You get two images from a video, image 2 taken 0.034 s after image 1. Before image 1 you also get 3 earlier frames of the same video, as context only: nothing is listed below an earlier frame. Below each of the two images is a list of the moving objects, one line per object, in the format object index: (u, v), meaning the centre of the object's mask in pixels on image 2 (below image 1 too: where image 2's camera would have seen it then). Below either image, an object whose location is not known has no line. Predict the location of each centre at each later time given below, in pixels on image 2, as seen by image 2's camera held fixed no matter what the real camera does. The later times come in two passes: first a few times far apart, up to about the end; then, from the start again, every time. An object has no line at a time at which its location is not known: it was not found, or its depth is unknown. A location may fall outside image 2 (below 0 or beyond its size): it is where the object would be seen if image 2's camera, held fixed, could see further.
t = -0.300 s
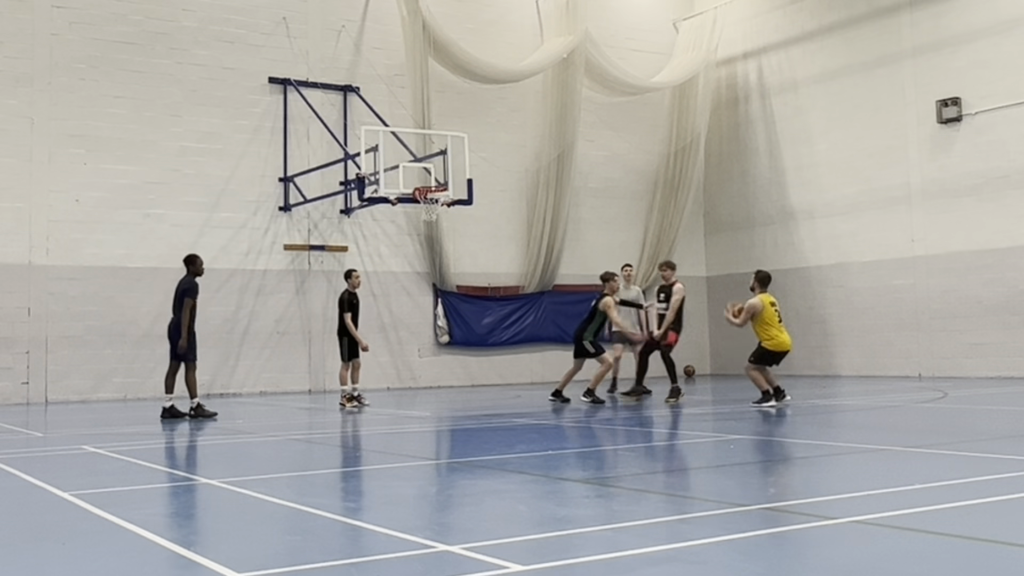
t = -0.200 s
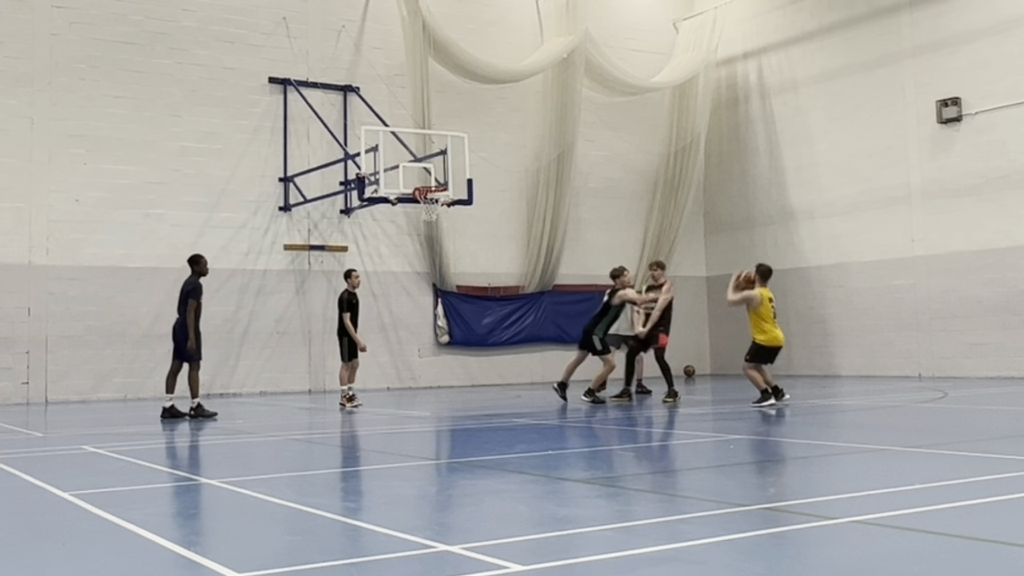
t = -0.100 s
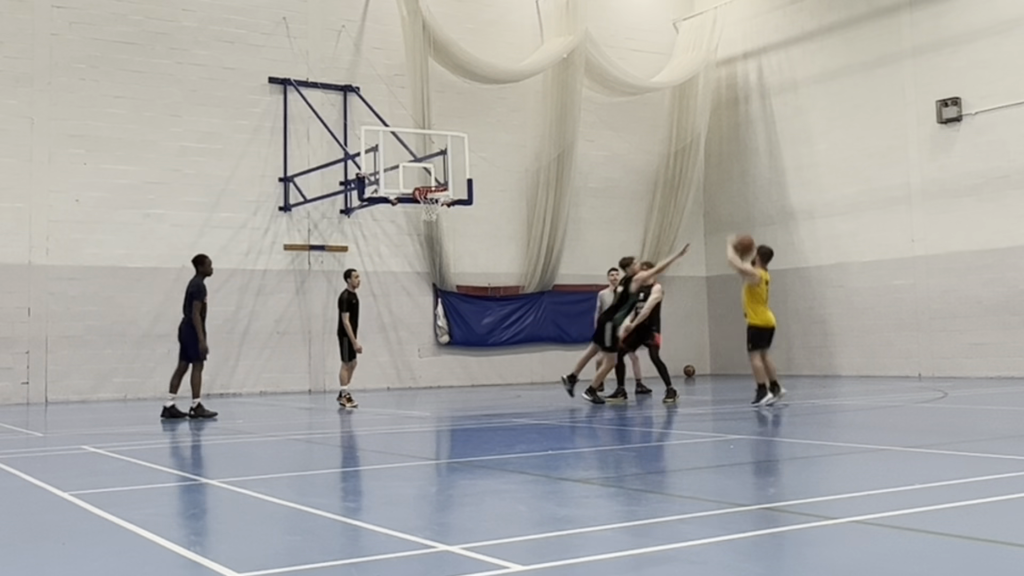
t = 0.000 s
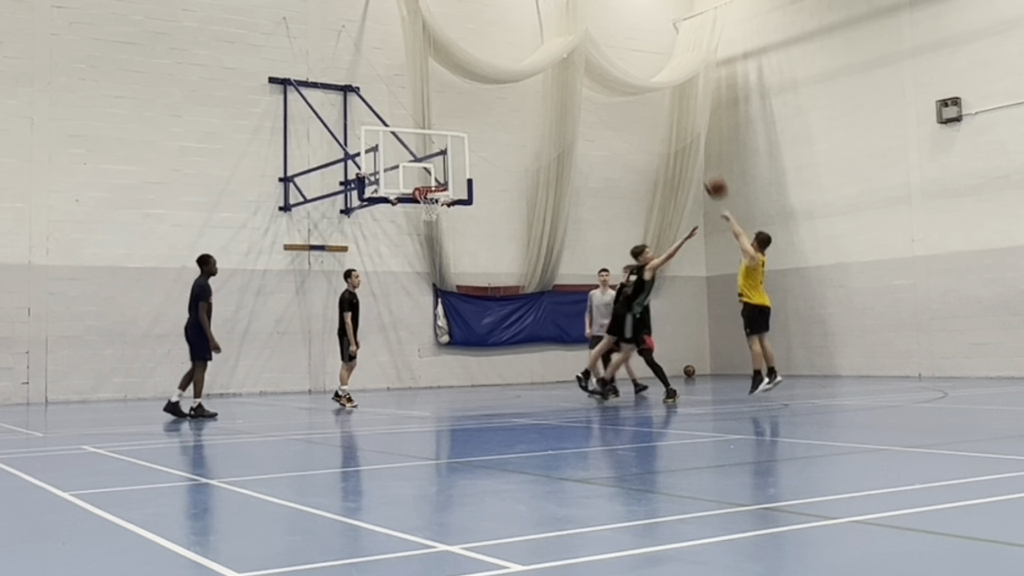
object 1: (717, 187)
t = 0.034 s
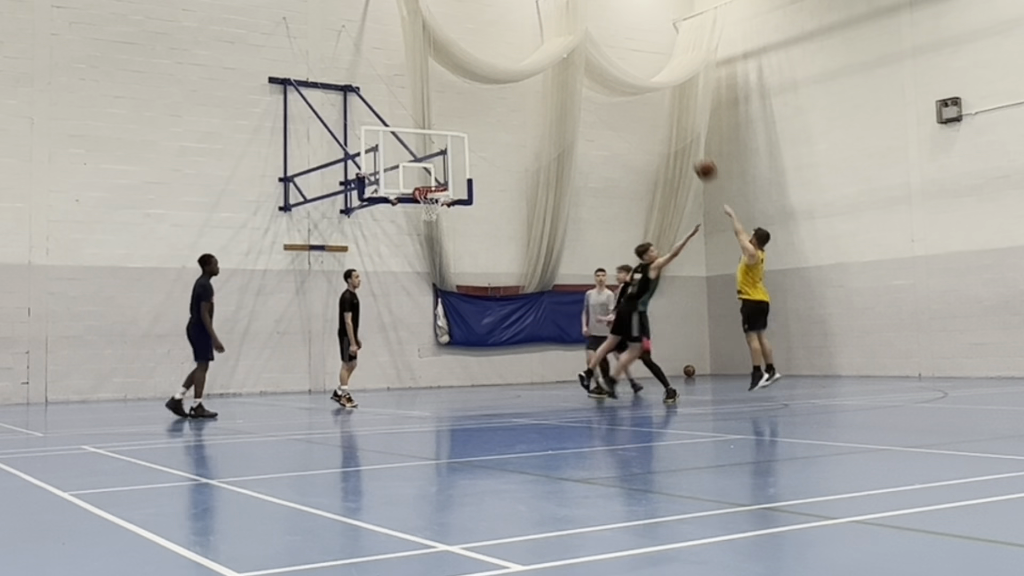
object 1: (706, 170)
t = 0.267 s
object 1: (638, 79)
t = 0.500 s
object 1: (581, 40)
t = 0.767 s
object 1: (522, 48)
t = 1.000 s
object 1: (478, 94)
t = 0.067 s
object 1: (695, 153)
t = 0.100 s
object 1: (685, 137)
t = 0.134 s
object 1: (676, 123)
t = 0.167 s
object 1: (666, 111)
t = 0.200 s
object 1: (656, 99)
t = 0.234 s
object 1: (647, 89)
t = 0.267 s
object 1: (638, 79)
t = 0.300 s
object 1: (629, 71)
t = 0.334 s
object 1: (621, 63)
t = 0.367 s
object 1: (614, 56)
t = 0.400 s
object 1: (606, 50)
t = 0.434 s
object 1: (597, 46)
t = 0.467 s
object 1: (588, 43)
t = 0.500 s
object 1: (581, 40)
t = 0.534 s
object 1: (573, 38)
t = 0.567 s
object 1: (565, 36)
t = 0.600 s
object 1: (558, 36)
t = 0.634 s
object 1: (550, 37)
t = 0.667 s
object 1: (543, 39)
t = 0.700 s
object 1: (536, 41)
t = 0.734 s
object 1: (529, 44)
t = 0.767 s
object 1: (522, 48)
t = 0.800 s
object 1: (516, 52)
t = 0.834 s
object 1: (509, 57)
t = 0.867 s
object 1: (502, 63)
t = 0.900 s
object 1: (496, 70)
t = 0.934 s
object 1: (490, 77)
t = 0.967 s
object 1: (484, 85)
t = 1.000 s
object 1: (478, 94)
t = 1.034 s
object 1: (472, 103)
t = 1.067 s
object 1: (466, 113)
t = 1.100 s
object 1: (460, 122)
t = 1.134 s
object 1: (455, 134)
